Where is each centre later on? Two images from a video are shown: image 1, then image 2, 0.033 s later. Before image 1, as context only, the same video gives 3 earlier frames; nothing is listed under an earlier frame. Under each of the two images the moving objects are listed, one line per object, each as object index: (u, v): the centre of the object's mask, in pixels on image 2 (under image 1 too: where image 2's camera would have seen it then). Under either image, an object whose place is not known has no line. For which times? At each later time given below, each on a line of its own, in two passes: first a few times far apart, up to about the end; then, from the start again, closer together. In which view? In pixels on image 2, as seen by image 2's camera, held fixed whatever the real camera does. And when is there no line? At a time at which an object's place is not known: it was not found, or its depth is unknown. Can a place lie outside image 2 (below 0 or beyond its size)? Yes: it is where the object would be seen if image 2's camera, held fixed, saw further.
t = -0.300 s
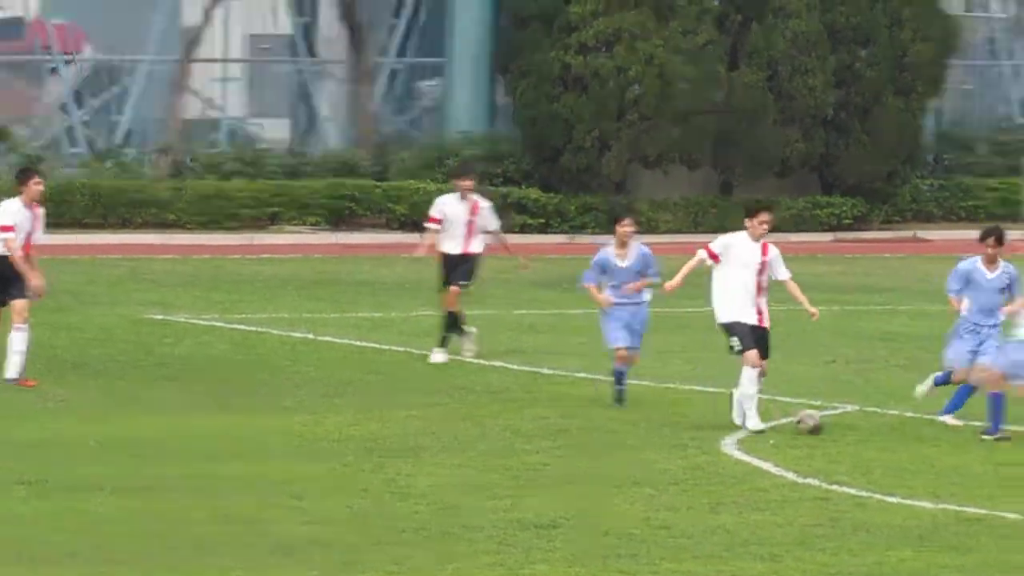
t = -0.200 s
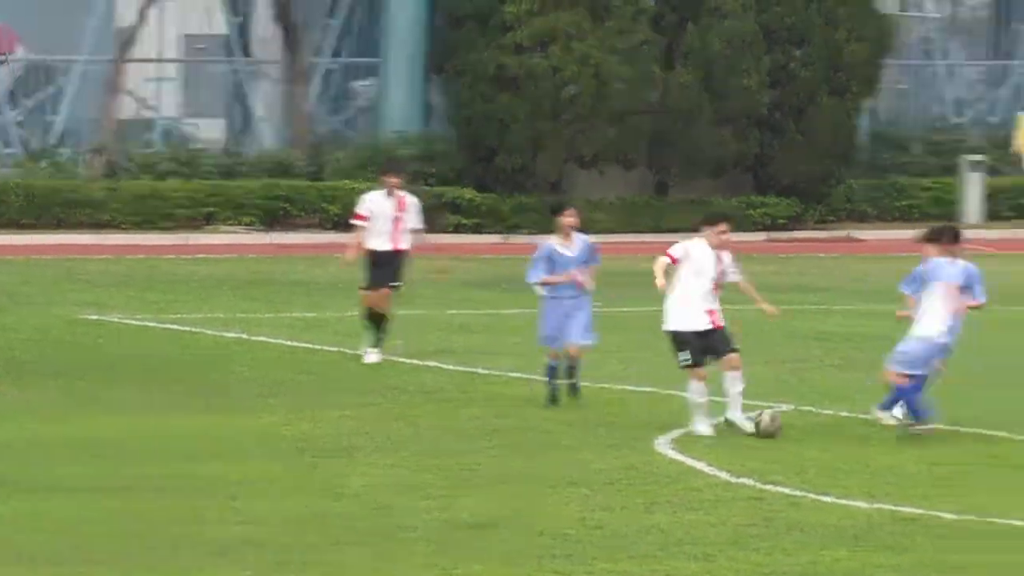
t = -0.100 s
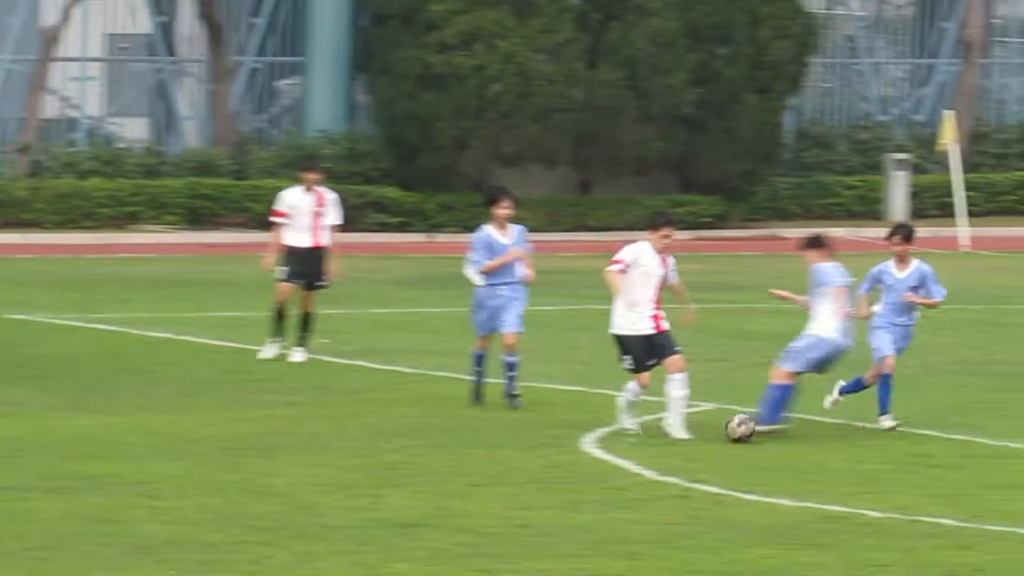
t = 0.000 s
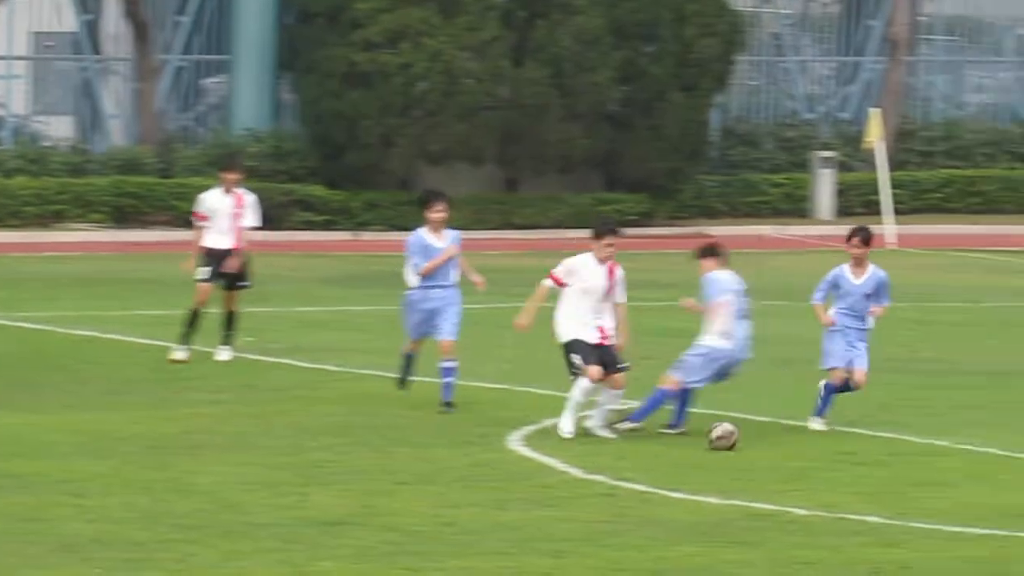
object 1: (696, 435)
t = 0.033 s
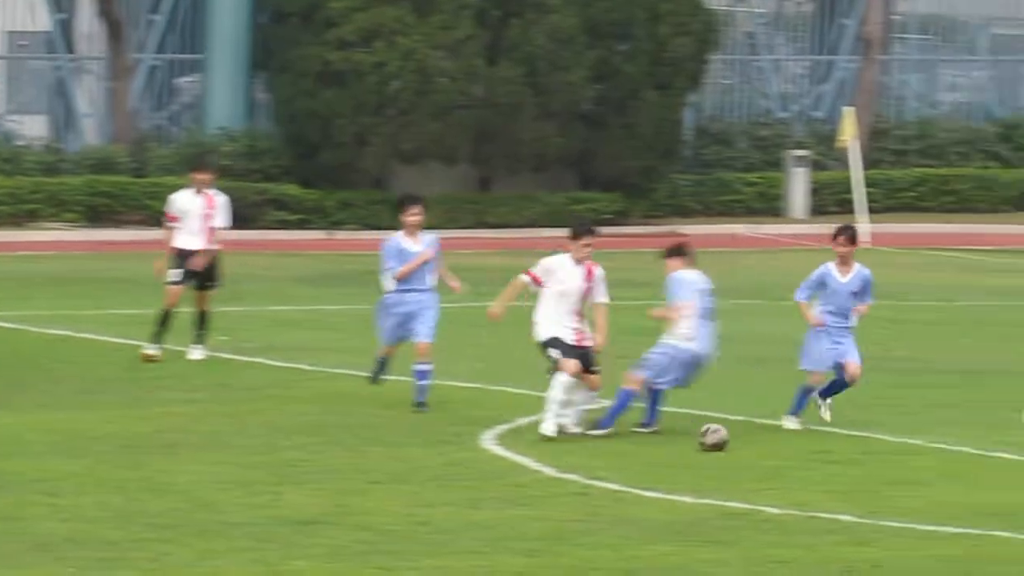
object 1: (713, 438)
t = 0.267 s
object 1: (822, 454)
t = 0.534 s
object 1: (932, 475)
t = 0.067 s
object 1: (727, 439)
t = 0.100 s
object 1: (746, 441)
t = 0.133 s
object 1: (761, 444)
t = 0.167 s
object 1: (778, 449)
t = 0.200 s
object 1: (794, 452)
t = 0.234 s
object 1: (807, 453)
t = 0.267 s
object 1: (822, 454)
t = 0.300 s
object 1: (836, 458)
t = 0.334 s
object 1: (850, 461)
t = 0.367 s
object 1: (864, 463)
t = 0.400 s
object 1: (875, 464)
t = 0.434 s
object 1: (891, 466)
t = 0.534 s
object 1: (932, 475)
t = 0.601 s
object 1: (955, 476)
